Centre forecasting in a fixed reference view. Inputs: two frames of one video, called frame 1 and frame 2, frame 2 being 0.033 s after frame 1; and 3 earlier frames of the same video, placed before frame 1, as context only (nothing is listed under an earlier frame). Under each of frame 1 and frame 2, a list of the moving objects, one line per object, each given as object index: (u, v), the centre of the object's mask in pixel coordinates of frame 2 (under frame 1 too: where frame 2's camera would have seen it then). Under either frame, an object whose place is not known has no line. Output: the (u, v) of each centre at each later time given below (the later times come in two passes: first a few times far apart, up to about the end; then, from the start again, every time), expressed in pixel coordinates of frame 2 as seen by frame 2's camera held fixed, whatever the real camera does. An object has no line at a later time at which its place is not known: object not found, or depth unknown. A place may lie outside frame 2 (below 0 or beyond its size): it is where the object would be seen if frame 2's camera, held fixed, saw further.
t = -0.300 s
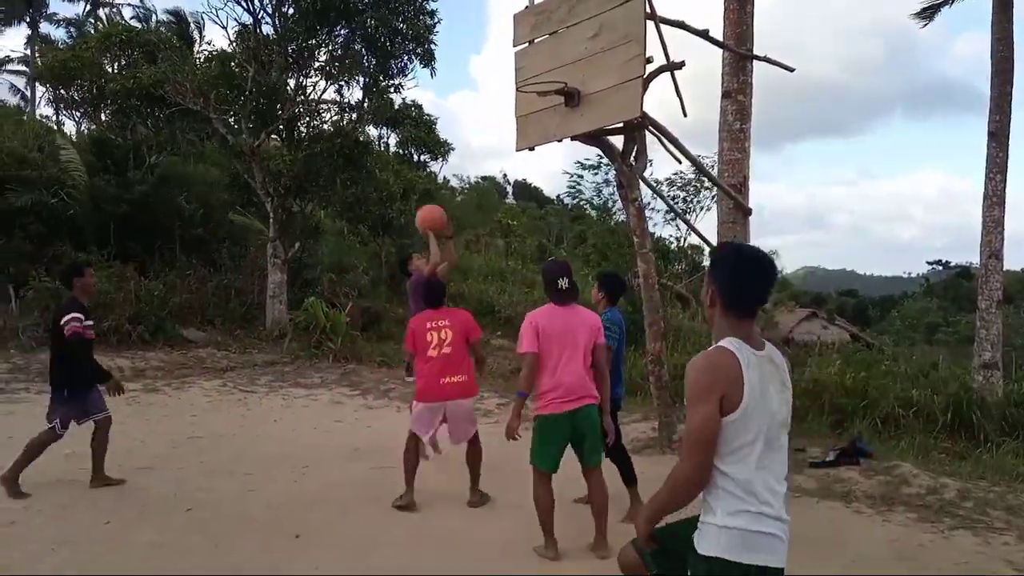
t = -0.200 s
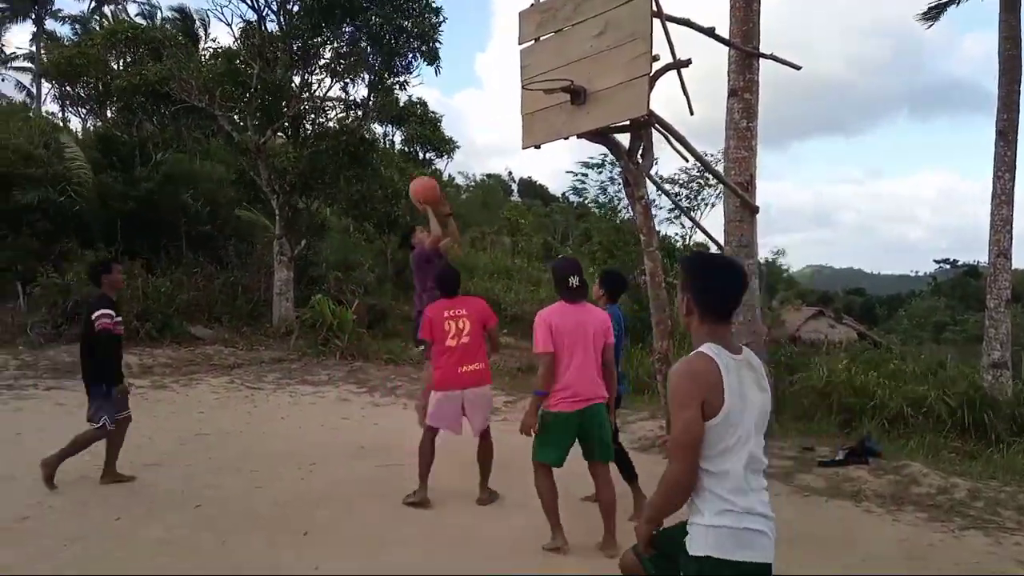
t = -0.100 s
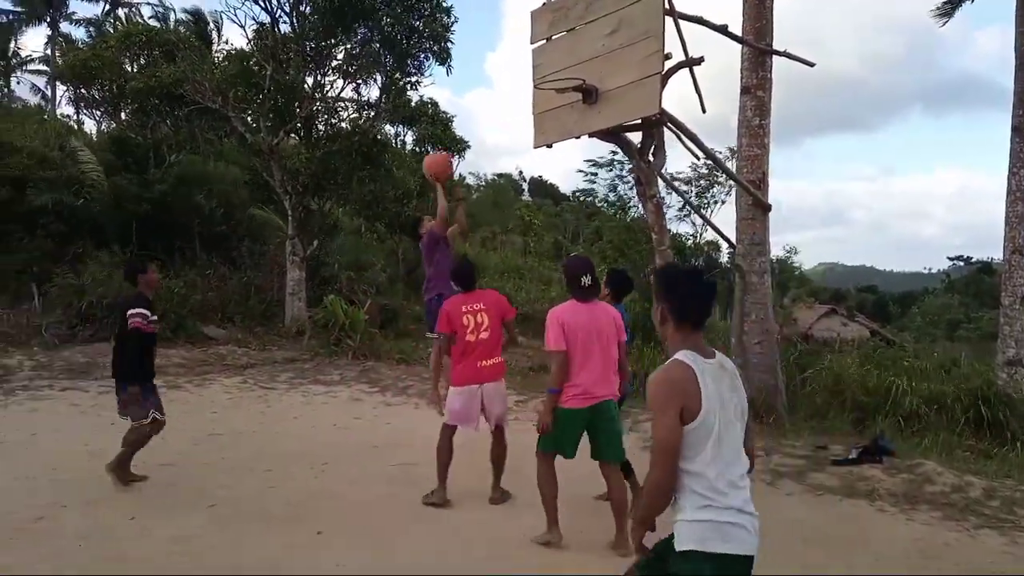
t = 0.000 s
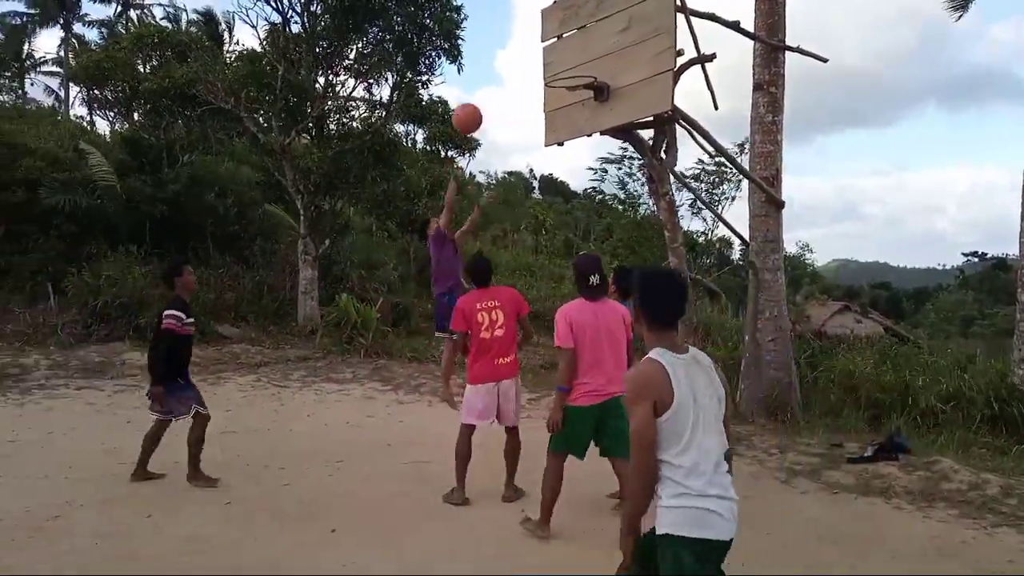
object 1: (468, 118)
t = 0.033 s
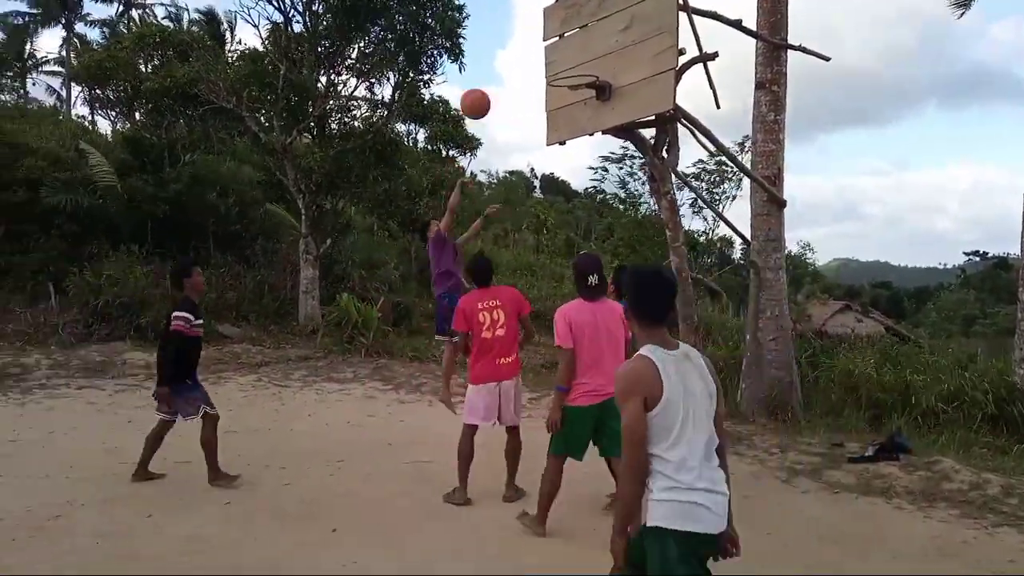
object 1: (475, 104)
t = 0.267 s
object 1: (518, 50)
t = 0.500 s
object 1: (515, 65)
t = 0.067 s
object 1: (483, 91)
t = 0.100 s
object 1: (490, 81)
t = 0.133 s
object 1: (495, 72)
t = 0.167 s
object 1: (499, 65)
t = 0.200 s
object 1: (505, 58)
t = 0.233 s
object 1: (511, 53)
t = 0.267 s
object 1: (518, 50)
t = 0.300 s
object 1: (524, 48)
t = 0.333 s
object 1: (530, 48)
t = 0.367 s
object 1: (532, 49)
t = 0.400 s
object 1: (528, 51)
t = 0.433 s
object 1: (523, 53)
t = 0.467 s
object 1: (519, 58)
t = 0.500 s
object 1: (515, 65)
